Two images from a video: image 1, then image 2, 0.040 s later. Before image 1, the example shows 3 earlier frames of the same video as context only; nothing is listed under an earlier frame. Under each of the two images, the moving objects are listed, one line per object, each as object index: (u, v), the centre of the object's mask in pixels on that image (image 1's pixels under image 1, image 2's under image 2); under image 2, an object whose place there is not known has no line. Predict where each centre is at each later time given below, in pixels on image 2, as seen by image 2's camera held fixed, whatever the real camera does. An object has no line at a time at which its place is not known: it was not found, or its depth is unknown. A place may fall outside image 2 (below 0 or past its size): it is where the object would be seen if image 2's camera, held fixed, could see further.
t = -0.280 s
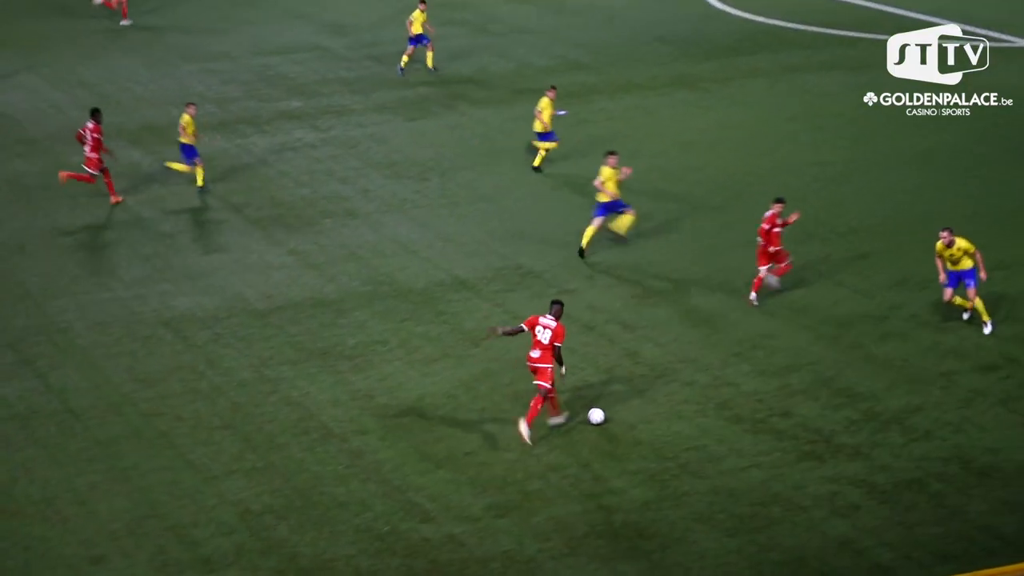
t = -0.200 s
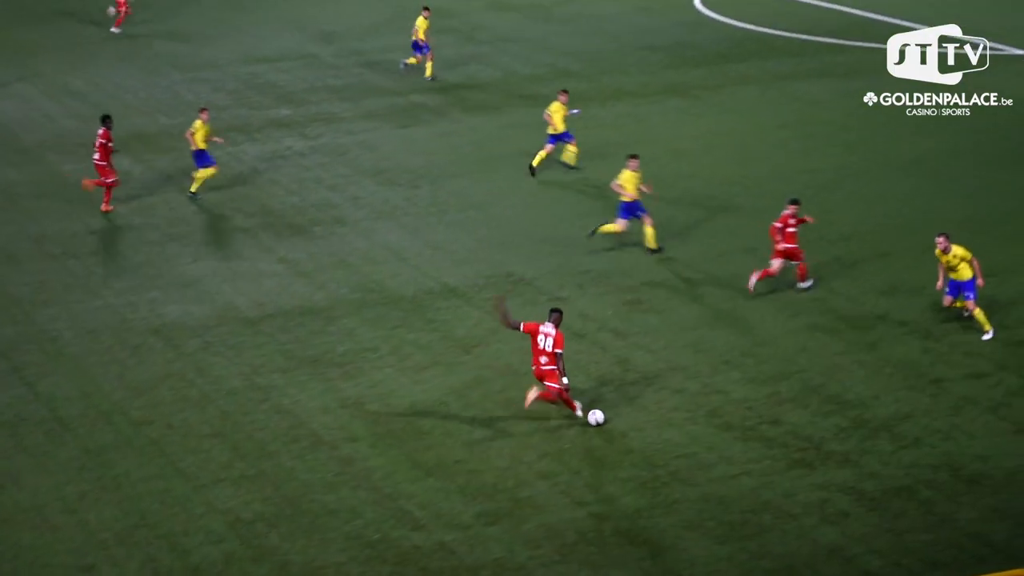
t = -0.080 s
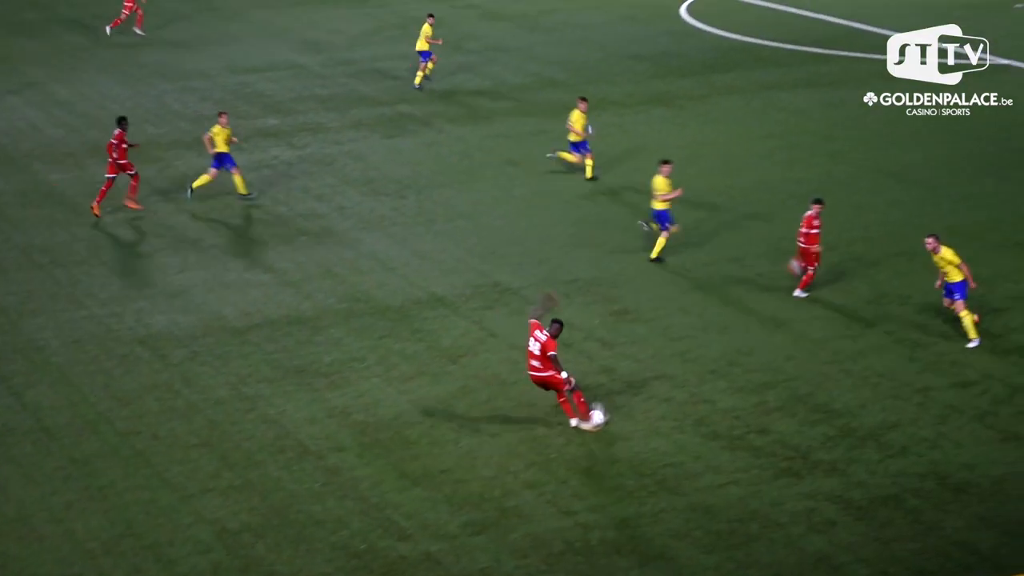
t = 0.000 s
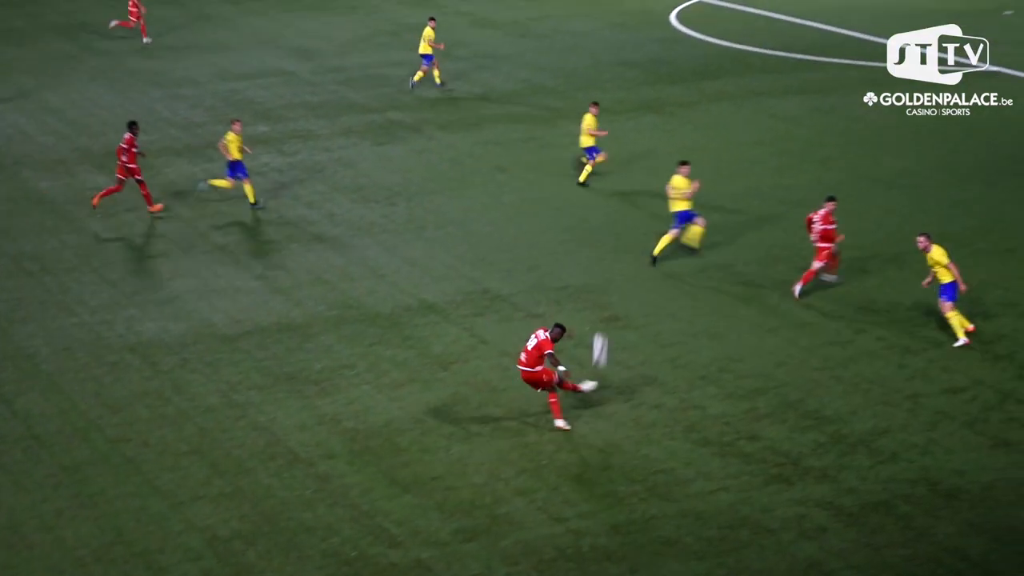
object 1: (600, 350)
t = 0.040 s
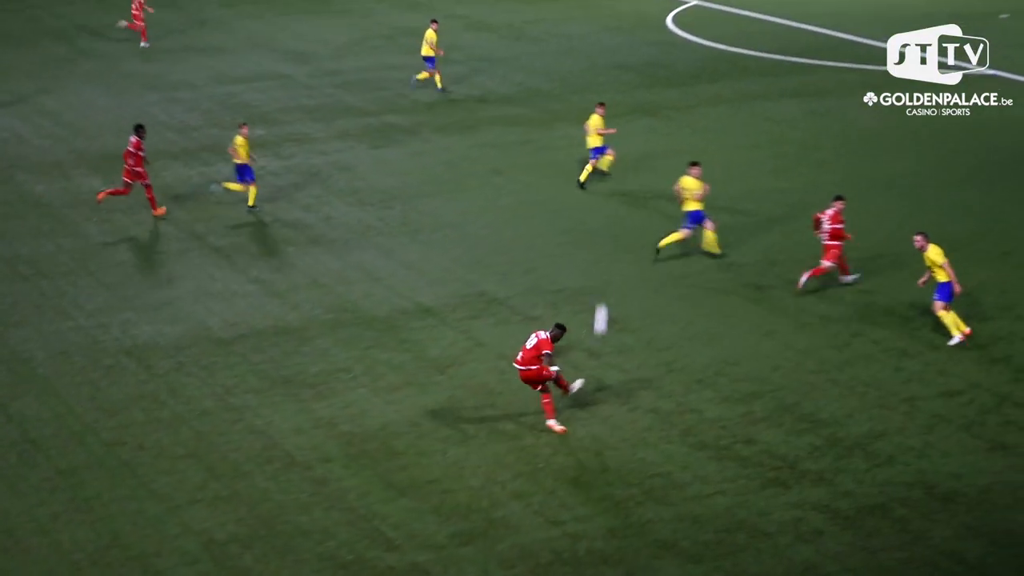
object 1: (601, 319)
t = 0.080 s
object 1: (603, 289)
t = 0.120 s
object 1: (605, 261)
